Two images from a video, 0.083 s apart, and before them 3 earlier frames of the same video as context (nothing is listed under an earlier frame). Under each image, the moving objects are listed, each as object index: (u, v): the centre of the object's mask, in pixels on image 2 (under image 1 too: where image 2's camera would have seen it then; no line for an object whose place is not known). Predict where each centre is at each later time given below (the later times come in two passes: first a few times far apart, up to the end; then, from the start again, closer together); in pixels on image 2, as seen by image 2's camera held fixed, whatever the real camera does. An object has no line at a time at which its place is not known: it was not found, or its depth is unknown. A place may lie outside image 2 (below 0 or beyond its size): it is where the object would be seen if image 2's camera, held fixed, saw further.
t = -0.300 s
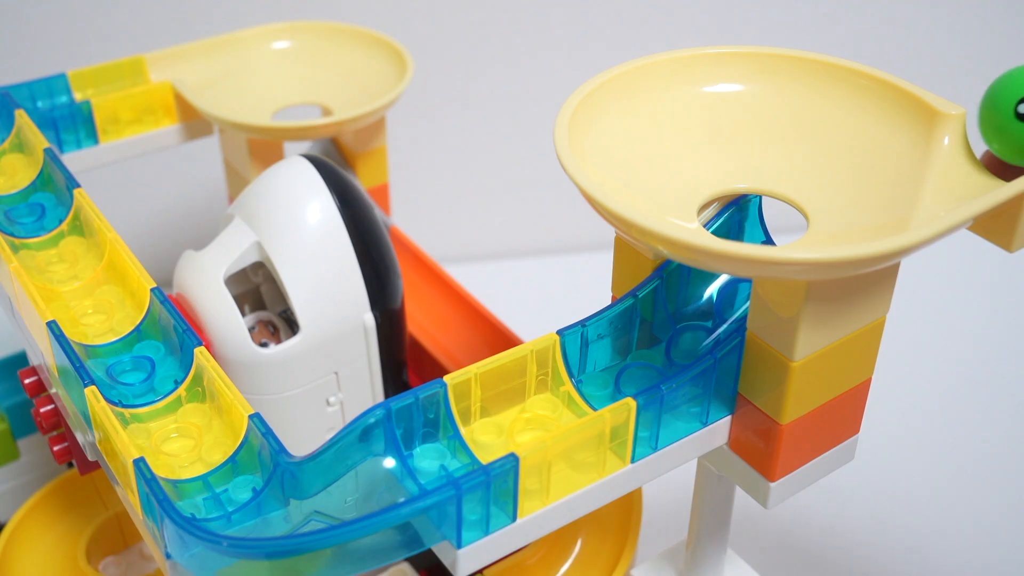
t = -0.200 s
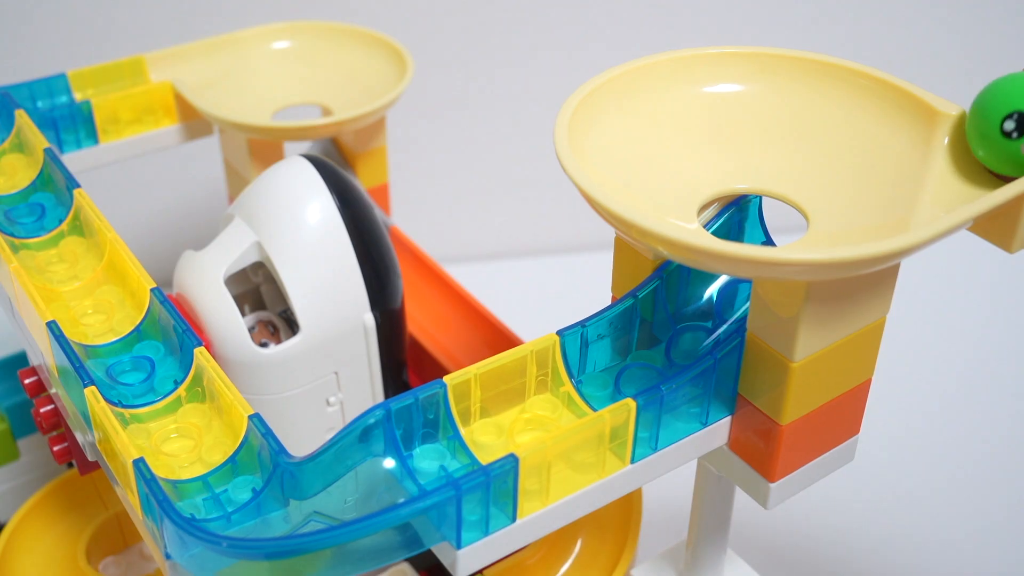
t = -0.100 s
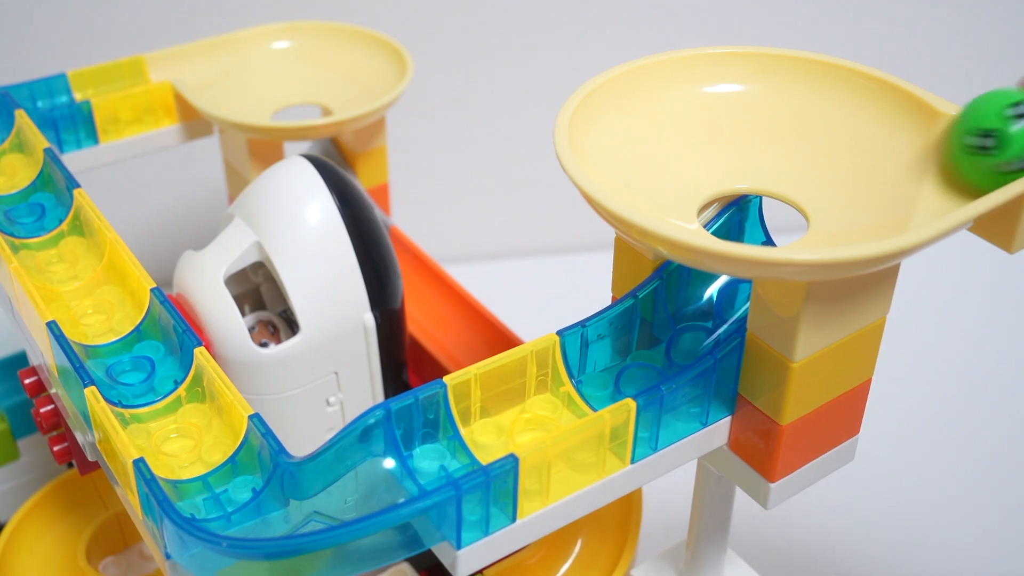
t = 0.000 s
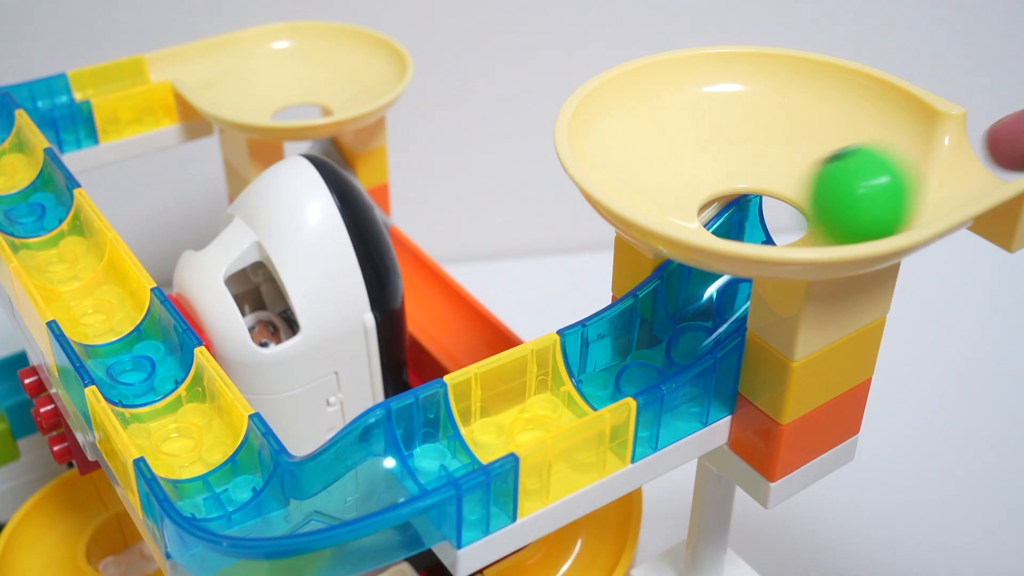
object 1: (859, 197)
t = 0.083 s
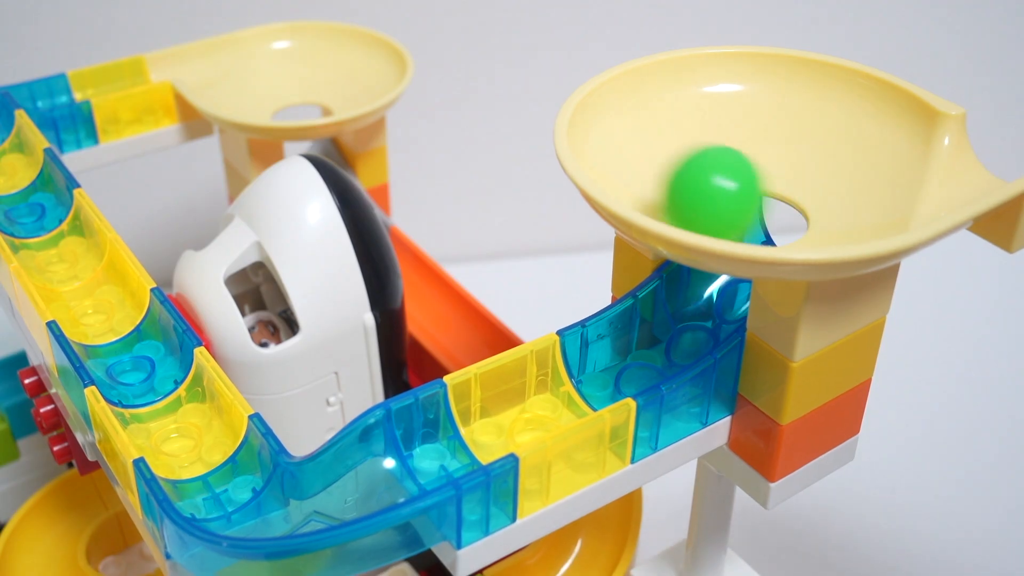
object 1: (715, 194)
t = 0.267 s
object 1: (679, 126)
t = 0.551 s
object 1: (850, 188)
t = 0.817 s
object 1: (671, 149)
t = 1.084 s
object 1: (854, 164)
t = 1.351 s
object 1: (683, 174)
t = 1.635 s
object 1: (830, 151)
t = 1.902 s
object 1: (714, 189)
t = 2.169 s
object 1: (783, 144)
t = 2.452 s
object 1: (751, 196)
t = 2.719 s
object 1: (747, 146)
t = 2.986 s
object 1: (797, 196)
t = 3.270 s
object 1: (739, 140)
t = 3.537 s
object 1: (787, 198)
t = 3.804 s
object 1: (773, 179)
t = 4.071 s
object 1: (708, 296)
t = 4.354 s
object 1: (375, 461)
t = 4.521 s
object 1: (171, 408)
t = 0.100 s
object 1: (694, 186)
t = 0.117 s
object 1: (677, 177)
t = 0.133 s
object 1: (662, 167)
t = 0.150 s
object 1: (653, 158)
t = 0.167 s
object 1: (647, 150)
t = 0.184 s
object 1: (645, 142)
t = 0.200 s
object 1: (646, 135)
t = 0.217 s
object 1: (650, 130)
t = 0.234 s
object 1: (657, 127)
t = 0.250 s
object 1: (667, 126)
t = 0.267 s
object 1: (679, 126)
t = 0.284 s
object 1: (693, 127)
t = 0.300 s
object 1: (710, 129)
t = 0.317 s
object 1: (727, 131)
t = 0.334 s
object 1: (746, 133)
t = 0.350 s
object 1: (765, 135)
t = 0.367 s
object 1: (783, 137)
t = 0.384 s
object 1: (801, 139)
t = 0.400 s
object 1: (817, 142)
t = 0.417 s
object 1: (832, 145)
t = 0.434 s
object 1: (845, 149)
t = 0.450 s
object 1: (855, 153)
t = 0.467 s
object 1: (863, 157)
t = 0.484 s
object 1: (867, 163)
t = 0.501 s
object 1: (868, 169)
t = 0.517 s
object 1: (865, 175)
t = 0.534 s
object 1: (859, 182)
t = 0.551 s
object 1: (850, 188)
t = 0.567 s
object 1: (840, 193)
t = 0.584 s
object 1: (825, 197)
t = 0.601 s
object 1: (809, 200)
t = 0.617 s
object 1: (790, 202)
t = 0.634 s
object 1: (773, 201)
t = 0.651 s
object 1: (755, 200)
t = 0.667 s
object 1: (738, 197)
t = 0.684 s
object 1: (721, 193)
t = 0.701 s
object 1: (707, 189)
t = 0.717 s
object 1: (694, 183)
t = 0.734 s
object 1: (683, 177)
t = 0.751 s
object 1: (675, 171)
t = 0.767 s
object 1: (670, 164)
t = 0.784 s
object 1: (667, 158)
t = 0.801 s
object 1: (668, 153)
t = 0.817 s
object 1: (671, 149)
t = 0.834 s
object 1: (677, 144)
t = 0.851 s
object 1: (684, 142)
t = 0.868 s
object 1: (695, 140)
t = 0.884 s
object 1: (706, 139)
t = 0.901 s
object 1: (720, 138)
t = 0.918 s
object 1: (736, 137)
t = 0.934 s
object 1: (751, 138)
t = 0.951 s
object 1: (767, 138)
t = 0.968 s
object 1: (783, 140)
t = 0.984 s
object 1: (799, 141)
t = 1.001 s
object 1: (813, 143)
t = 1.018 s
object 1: (826, 146)
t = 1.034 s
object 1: (837, 149)
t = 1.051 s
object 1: (845, 153)
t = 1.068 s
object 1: (851, 158)
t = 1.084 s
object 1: (854, 164)
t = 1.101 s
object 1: (854, 170)
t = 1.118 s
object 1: (851, 176)
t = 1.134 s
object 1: (846, 182)
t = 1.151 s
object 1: (838, 188)
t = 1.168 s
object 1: (828, 193)
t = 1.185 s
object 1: (815, 196)
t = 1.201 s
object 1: (799, 199)
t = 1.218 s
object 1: (784, 200)
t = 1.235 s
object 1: (768, 200)
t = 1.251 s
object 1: (753, 198)
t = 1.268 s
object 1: (738, 196)
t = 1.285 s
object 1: (723, 193)
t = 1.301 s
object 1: (711, 189)
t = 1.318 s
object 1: (700, 185)
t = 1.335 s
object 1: (690, 179)
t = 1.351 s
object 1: (683, 174)
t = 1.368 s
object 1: (678, 168)
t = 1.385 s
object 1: (677, 162)
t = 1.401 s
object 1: (677, 157)
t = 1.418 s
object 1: (680, 153)
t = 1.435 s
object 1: (686, 150)
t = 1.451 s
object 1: (693, 147)
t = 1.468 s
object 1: (703, 145)
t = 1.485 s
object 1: (714, 143)
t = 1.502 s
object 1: (726, 142)
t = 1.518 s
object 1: (741, 141)
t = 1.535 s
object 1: (755, 140)
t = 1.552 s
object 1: (769, 141)
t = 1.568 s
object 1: (784, 141)
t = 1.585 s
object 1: (797, 143)
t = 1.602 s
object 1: (810, 145)
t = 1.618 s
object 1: (820, 148)
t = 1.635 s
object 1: (830, 151)
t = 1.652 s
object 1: (837, 156)
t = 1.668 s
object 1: (841, 160)
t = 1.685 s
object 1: (844, 166)
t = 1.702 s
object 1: (843, 172)
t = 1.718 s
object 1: (841, 178)
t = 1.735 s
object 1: (836, 183)
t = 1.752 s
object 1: (828, 188)
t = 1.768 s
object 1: (819, 193)
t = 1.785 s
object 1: (807, 196)
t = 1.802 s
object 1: (793, 199)
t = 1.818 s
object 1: (779, 199)
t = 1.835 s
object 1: (766, 199)
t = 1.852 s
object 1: (752, 198)
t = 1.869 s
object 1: (738, 195)
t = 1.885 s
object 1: (726, 193)
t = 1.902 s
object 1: (714, 189)
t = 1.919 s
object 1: (705, 185)
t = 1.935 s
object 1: (696, 180)
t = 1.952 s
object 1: (690, 175)
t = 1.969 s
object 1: (686, 170)
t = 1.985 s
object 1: (685, 165)
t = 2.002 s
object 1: (686, 160)
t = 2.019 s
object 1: (689, 156)
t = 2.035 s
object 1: (694, 153)
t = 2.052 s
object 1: (701, 150)
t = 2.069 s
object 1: (710, 148)
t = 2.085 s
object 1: (720, 145)
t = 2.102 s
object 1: (732, 144)
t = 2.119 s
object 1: (744, 144)
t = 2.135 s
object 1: (757, 143)
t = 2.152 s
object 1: (770, 143)
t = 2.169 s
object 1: (783, 144)
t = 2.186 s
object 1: (795, 145)
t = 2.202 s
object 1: (806, 148)
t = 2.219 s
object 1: (816, 150)
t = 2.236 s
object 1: (824, 154)
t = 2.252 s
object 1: (830, 157)
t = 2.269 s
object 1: (835, 162)
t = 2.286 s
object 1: (836, 167)
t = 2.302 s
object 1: (836, 173)
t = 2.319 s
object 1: (833, 178)
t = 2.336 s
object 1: (828, 183)
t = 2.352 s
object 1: (821, 188)
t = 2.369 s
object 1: (813, 192)
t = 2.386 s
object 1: (802, 195)
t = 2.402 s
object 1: (789, 197)
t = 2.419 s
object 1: (777, 198)
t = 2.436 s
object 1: (765, 198)
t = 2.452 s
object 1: (751, 196)
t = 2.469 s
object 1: (739, 194)
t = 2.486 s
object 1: (727, 192)
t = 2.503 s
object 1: (717, 188)
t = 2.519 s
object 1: (708, 184)
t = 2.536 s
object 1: (700, 179)
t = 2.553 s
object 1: (695, 174)
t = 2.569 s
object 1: (692, 169)
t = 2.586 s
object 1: (691, 164)
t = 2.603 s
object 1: (691, 160)
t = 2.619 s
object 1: (694, 156)
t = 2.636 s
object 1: (700, 153)
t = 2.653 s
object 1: (706, 151)
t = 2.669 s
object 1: (715, 149)
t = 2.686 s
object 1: (724, 148)
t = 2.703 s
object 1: (735, 147)
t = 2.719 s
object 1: (747, 146)
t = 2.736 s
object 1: (759, 147)
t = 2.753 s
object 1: (771, 147)
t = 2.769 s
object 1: (783, 149)
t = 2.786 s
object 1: (794, 152)
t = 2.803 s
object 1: (804, 154)
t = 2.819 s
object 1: (813, 157)
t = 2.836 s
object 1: (821, 161)
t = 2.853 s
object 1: (826, 164)
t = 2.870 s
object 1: (830, 169)
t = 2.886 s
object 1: (831, 173)
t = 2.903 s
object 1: (831, 178)
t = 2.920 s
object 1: (828, 182)
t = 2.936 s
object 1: (823, 186)
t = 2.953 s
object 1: (817, 190)
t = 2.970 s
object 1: (808, 193)
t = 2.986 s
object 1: (797, 196)
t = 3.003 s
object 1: (786, 197)
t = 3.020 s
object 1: (774, 197)
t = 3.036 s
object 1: (762, 197)
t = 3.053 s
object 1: (750, 195)
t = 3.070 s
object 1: (739, 192)
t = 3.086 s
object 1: (729, 189)
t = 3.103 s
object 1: (721, 184)
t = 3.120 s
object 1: (715, 178)
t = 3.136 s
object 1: (711, 172)
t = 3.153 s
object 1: (709, 166)
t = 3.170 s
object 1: (709, 160)
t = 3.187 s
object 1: (711, 155)
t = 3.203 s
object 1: (714, 150)
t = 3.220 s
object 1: (719, 146)
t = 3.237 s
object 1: (725, 143)
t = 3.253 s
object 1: (731, 141)
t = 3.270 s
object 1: (739, 140)
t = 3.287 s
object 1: (747, 140)
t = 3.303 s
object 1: (756, 141)
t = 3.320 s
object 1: (765, 142)
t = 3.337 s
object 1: (773, 145)
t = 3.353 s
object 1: (782, 149)
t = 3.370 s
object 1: (789, 153)
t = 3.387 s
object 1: (796, 158)
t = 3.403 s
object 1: (802, 164)
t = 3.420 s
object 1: (806, 169)
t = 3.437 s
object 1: (809, 174)
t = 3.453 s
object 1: (810, 180)
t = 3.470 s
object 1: (808, 185)
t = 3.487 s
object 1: (805, 190)
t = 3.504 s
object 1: (801, 193)
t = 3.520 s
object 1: (794, 196)
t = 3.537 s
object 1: (787, 198)
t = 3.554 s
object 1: (779, 199)
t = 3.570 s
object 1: (771, 199)
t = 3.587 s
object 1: (762, 199)
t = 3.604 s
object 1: (754, 198)
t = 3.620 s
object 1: (746, 196)
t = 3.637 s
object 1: (738, 194)
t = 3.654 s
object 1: (731, 191)
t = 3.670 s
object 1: (725, 187)
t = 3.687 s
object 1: (721, 184)
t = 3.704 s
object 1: (720, 179)
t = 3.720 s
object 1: (721, 174)
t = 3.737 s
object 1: (725, 171)
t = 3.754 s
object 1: (734, 169)
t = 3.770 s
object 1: (747, 169)
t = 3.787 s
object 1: (762, 173)
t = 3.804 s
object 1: (773, 179)
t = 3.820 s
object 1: (777, 188)
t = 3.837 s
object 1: (771, 196)
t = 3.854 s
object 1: (759, 199)
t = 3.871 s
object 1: (748, 197)
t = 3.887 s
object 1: (746, 196)
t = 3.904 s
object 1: (758, 198)
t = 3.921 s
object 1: (759, 203)
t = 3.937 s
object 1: (749, 202)
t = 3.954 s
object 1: (750, 200)
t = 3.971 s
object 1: (759, 206)
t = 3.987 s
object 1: (752, 210)
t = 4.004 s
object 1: (751, 215)
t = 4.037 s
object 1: (752, 226)
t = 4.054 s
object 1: (720, 292)
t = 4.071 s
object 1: (708, 296)
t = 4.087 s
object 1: (702, 303)
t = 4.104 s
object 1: (688, 311)
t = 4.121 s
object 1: (670, 322)
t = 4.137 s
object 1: (654, 335)
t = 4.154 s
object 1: (630, 350)
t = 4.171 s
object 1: (613, 357)
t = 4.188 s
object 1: (594, 366)
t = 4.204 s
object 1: (573, 374)
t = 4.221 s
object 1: (549, 384)
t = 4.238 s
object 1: (525, 394)
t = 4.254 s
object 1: (503, 404)
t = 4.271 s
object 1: (482, 414)
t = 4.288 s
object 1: (459, 425)
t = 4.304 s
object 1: (436, 435)
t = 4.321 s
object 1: (418, 443)
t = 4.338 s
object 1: (397, 451)
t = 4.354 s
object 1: (375, 461)
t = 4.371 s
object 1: (351, 470)
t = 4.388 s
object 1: (324, 480)
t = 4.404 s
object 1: (293, 487)
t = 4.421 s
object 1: (267, 491)
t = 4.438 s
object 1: (247, 491)
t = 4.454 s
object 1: (229, 483)
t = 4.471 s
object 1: (215, 464)
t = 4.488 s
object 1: (202, 444)
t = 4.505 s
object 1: (186, 425)
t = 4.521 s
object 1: (171, 408)
